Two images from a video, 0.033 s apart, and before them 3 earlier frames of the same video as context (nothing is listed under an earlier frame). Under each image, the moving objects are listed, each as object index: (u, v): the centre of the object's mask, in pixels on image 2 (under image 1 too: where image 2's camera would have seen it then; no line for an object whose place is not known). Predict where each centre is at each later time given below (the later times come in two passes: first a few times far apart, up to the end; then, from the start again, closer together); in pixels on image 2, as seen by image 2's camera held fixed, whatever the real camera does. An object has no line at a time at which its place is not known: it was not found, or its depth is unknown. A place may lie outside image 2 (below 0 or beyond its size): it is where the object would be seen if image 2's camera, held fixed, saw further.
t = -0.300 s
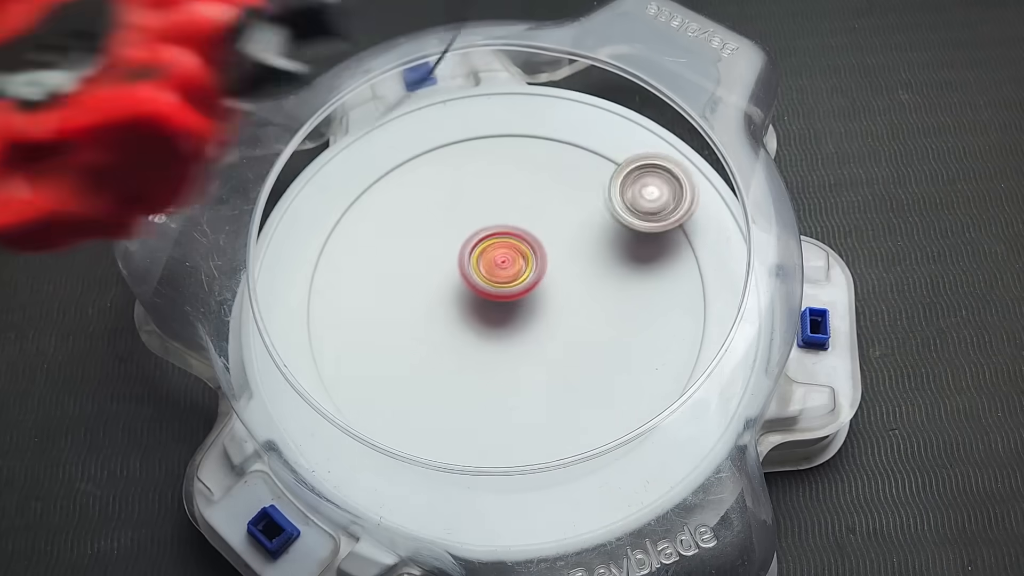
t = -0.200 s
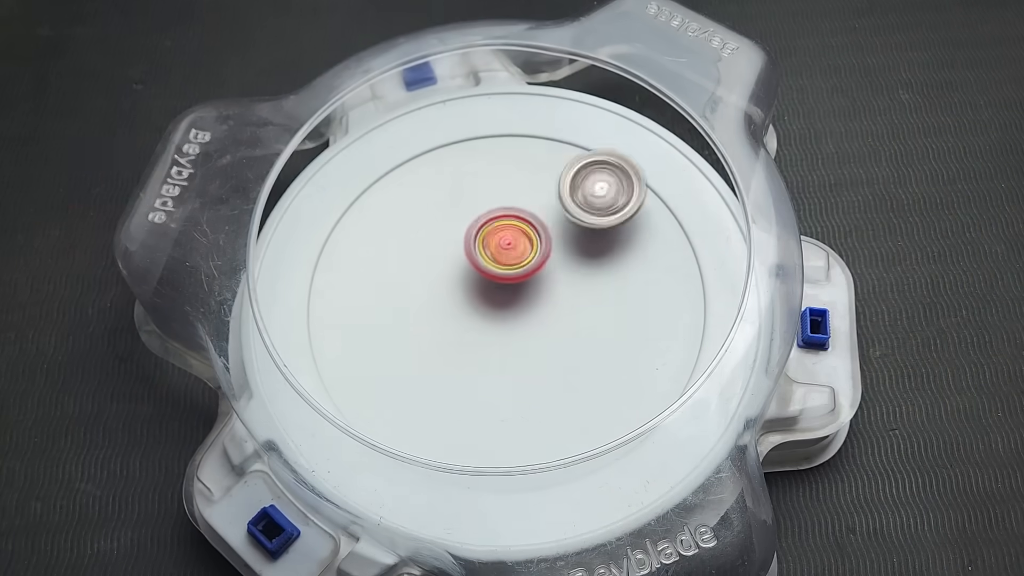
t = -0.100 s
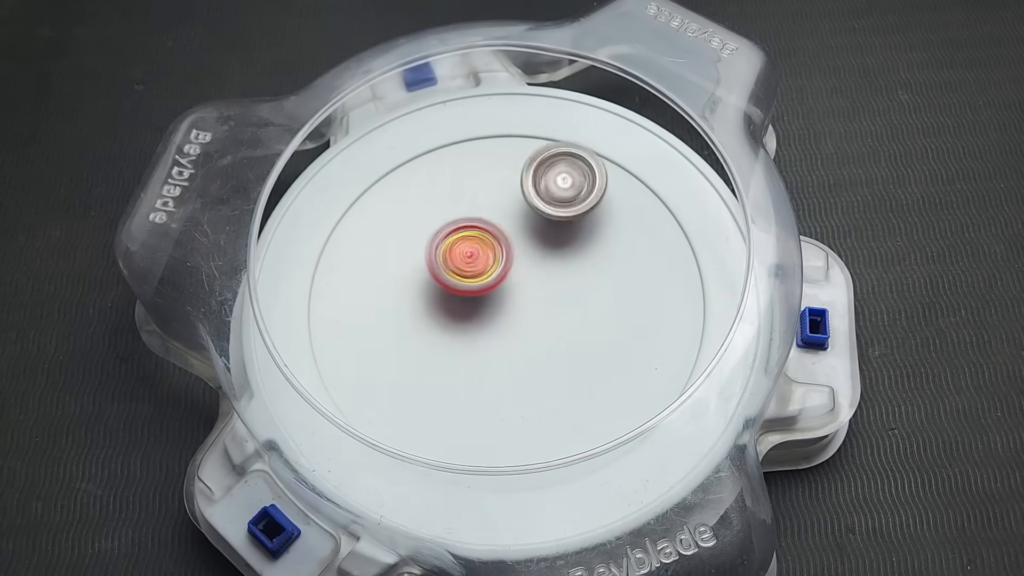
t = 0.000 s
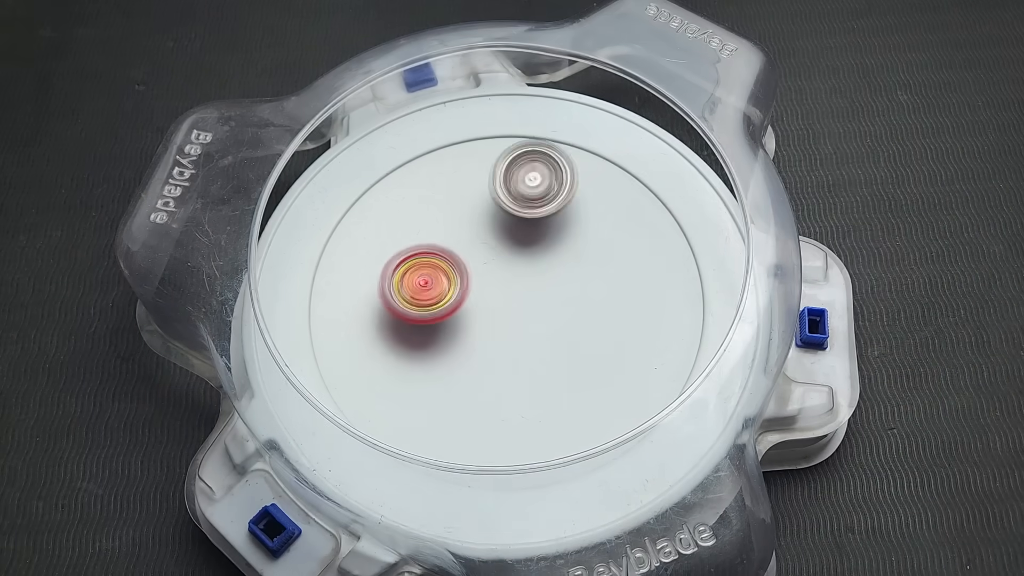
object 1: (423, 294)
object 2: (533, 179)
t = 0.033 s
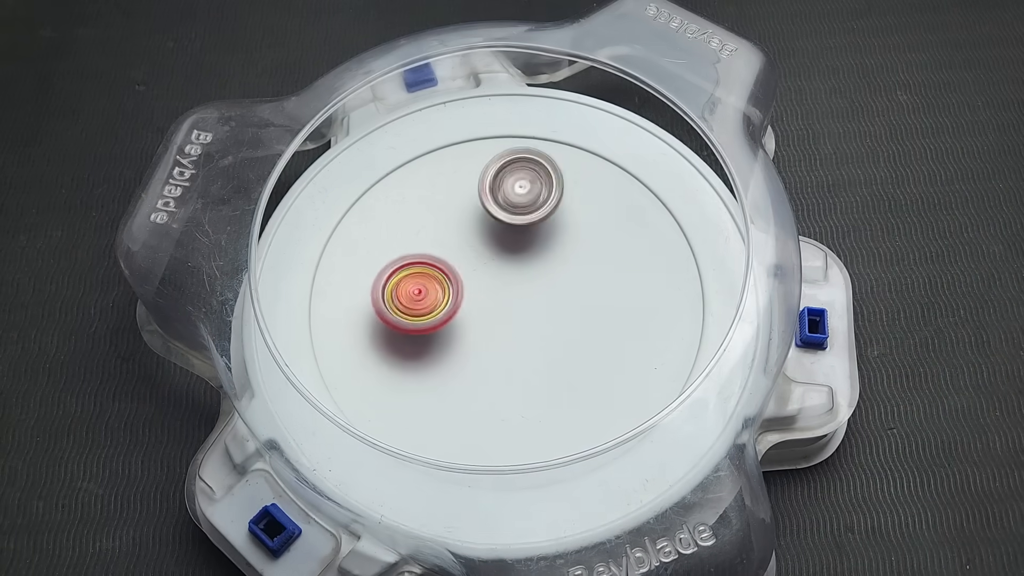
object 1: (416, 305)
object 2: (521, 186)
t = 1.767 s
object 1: (401, 294)
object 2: (587, 226)
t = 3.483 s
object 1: (491, 269)
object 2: (536, 365)
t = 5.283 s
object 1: (543, 332)
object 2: (440, 224)
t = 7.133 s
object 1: (446, 297)
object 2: (532, 327)
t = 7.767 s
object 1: (492, 249)
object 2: (471, 335)
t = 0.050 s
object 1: (414, 310)
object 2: (516, 190)
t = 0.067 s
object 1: (414, 315)
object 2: (512, 195)
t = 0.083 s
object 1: (414, 321)
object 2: (508, 201)
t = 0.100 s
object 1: (415, 326)
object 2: (504, 206)
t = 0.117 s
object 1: (417, 330)
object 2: (500, 212)
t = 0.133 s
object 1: (419, 334)
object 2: (498, 219)
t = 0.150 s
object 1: (423, 338)
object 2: (495, 226)
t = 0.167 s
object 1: (427, 340)
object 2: (494, 234)
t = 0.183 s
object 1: (432, 343)
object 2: (493, 242)
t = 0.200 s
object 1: (438, 345)
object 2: (493, 250)
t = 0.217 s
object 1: (445, 347)
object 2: (494, 258)
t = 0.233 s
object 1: (449, 351)
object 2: (497, 266)
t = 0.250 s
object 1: (450, 357)
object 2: (506, 269)
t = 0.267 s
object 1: (450, 362)
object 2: (512, 274)
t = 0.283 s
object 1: (452, 366)
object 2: (520, 277)
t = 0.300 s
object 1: (454, 371)
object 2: (527, 279)
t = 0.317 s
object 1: (457, 375)
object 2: (534, 282)
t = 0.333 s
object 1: (461, 377)
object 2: (541, 286)
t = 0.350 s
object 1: (466, 379)
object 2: (548, 288)
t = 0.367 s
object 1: (472, 381)
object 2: (555, 290)
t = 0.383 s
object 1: (479, 382)
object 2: (562, 291)
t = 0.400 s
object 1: (486, 383)
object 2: (568, 293)
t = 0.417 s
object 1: (493, 383)
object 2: (572, 294)
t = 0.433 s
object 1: (499, 381)
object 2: (577, 293)
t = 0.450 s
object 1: (506, 379)
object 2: (582, 294)
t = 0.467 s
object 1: (512, 376)
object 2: (585, 294)
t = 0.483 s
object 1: (517, 372)
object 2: (589, 295)
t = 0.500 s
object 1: (519, 370)
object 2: (594, 295)
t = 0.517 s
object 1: (519, 369)
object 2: (601, 291)
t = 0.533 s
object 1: (517, 367)
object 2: (608, 286)
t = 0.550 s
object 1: (517, 365)
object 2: (614, 282)
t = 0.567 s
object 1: (515, 362)
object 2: (619, 278)
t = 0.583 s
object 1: (514, 360)
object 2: (624, 274)
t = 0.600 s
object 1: (512, 357)
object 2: (627, 269)
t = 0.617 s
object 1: (511, 354)
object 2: (630, 264)
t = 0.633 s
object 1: (511, 340)
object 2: (632, 259)
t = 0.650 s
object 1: (508, 347)
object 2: (634, 254)
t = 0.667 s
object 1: (507, 341)
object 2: (634, 249)
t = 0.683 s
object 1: (508, 329)
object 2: (633, 243)
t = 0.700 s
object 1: (505, 337)
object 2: (632, 238)
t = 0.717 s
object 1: (504, 333)
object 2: (629, 233)
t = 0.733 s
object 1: (504, 330)
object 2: (625, 228)
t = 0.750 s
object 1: (503, 328)
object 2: (620, 224)
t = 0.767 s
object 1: (502, 326)
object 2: (615, 221)
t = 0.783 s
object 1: (500, 324)
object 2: (608, 219)
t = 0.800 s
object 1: (497, 321)
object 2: (601, 217)
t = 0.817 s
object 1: (495, 320)
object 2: (593, 216)
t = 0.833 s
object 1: (491, 318)
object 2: (585, 216)
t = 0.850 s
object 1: (487, 316)
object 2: (577, 218)
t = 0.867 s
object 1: (483, 315)
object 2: (569, 220)
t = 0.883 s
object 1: (479, 314)
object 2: (562, 223)
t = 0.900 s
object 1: (474, 313)
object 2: (554, 228)
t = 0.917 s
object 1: (470, 312)
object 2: (545, 233)
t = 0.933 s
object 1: (465, 313)
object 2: (537, 239)
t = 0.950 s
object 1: (460, 314)
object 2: (530, 245)
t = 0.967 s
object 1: (448, 320)
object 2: (531, 244)
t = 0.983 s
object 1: (436, 327)
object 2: (534, 245)
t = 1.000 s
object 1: (423, 333)
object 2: (537, 247)
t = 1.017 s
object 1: (413, 339)
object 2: (540, 247)
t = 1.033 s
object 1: (403, 343)
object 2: (542, 250)
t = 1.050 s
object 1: (395, 348)
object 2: (545, 253)
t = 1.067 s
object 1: (390, 352)
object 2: (546, 256)
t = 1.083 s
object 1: (385, 356)
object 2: (547, 258)
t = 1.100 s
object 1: (381, 360)
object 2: (549, 260)
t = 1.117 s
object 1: (379, 364)
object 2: (551, 263)
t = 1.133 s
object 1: (378, 367)
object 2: (553, 266)
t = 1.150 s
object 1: (381, 362)
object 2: (555, 269)
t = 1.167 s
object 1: (383, 365)
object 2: (557, 272)
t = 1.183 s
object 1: (387, 368)
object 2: (561, 276)
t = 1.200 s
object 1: (392, 371)
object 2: (564, 278)
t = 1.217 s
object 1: (398, 373)
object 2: (567, 281)
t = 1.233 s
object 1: (405, 375)
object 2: (571, 283)
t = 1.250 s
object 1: (412, 376)
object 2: (575, 285)
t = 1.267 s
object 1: (420, 377)
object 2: (578, 286)
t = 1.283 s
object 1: (428, 377)
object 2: (582, 287)
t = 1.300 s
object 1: (436, 376)
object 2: (585, 287)
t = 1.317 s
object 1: (443, 384)
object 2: (588, 287)
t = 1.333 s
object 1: (451, 382)
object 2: (591, 287)
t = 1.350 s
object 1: (458, 379)
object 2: (594, 286)
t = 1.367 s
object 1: (466, 375)
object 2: (597, 284)
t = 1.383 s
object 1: (472, 371)
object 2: (599, 282)
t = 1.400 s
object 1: (479, 366)
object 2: (600, 280)
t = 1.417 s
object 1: (484, 360)
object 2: (602, 278)
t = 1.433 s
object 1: (490, 356)
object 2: (602, 276)
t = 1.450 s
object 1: (494, 350)
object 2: (600, 273)
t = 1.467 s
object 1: (498, 344)
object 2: (599, 271)
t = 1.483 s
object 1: (501, 339)
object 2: (596, 269)
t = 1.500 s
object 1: (504, 333)
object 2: (593, 267)
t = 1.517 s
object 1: (506, 327)
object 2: (590, 266)
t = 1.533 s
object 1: (506, 321)
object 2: (586, 264)
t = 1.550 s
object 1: (495, 317)
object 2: (593, 259)
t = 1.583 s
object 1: (475, 311)
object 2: (609, 247)
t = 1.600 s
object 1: (465, 308)
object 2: (615, 242)
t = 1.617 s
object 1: (457, 305)
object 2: (618, 237)
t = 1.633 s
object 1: (448, 301)
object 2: (620, 233)
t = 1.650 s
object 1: (441, 298)
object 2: (621, 230)
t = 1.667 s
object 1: (433, 295)
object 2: (620, 227)
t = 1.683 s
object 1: (427, 294)
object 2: (618, 226)
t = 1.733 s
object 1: (410, 292)
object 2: (602, 224)
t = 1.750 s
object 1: (405, 293)
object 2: (595, 225)
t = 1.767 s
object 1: (401, 294)
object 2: (587, 226)
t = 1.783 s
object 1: (398, 295)
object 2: (579, 228)
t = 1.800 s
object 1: (397, 297)
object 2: (572, 231)
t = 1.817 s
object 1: (396, 300)
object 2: (564, 234)
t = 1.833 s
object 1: (396, 302)
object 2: (557, 238)
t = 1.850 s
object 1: (397, 304)
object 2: (550, 240)
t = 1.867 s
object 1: (398, 307)
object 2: (546, 244)
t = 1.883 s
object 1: (400, 311)
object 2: (540, 247)
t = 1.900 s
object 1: (402, 313)
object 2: (534, 251)
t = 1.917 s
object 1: (405, 316)
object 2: (530, 255)
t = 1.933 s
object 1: (409, 319)
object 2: (526, 260)
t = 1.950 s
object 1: (412, 321)
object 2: (522, 265)
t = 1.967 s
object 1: (416, 323)
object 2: (519, 270)
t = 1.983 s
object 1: (421, 324)
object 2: (517, 276)
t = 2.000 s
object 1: (425, 326)
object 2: (515, 282)
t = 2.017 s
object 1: (422, 327)
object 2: (520, 287)
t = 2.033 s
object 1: (416, 329)
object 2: (530, 291)
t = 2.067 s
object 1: (407, 330)
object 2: (550, 299)
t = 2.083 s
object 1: (405, 331)
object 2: (558, 303)
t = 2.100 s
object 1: (403, 332)
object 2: (567, 306)
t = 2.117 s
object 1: (403, 332)
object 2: (576, 308)
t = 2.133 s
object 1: (403, 332)
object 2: (584, 309)
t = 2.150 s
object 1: (404, 332)
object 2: (592, 310)
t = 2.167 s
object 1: (407, 331)
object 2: (600, 310)
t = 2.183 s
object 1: (410, 331)
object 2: (606, 308)
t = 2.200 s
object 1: (413, 330)
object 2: (612, 306)
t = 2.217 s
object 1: (417, 329)
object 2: (618, 303)
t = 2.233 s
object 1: (420, 327)
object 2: (621, 300)
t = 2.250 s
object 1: (424, 326)
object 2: (625, 296)
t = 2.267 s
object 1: (427, 324)
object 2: (628, 293)
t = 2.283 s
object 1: (430, 322)
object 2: (631, 289)
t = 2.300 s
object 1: (433, 320)
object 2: (634, 283)
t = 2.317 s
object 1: (437, 318)
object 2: (636, 277)
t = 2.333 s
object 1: (440, 316)
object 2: (637, 271)
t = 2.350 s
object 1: (443, 314)
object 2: (635, 265)
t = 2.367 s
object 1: (446, 312)
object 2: (633, 259)
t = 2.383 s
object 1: (449, 310)
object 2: (629, 253)
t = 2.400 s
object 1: (451, 309)
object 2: (624, 249)
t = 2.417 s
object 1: (452, 307)
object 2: (617, 245)
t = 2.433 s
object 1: (454, 304)
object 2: (611, 243)
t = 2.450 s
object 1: (455, 301)
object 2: (603, 241)
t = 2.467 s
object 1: (456, 298)
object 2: (597, 240)
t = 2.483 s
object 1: (456, 295)
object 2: (591, 239)
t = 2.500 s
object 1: (457, 292)
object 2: (583, 238)
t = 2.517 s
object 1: (458, 289)
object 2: (576, 239)
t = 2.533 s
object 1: (459, 287)
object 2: (569, 239)
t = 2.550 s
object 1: (460, 284)
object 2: (562, 240)
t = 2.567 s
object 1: (461, 281)
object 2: (555, 242)
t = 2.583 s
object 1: (460, 279)
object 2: (551, 243)
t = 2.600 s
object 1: (454, 277)
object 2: (553, 246)
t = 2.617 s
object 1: (449, 275)
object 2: (554, 246)
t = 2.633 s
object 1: (444, 273)
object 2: (555, 248)
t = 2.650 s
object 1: (440, 272)
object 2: (556, 251)
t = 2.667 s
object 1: (437, 271)
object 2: (557, 255)
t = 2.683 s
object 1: (435, 270)
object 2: (557, 259)
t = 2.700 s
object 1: (433, 270)
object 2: (556, 264)
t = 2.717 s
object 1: (432, 270)
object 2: (554, 268)
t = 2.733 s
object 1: (432, 270)
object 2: (551, 273)
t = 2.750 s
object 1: (433, 271)
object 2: (549, 279)
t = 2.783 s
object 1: (435, 271)
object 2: (545, 289)
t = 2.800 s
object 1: (436, 271)
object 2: (542, 294)
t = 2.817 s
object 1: (438, 272)
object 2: (541, 298)
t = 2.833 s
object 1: (440, 273)
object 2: (539, 302)
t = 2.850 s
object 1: (442, 273)
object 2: (537, 305)
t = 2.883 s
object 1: (448, 276)
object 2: (532, 310)
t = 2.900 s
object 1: (452, 276)
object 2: (530, 313)
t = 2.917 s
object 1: (455, 276)
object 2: (528, 317)
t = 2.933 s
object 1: (454, 273)
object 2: (531, 324)
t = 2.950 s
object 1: (453, 270)
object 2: (534, 331)
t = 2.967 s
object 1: (452, 267)
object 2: (538, 338)
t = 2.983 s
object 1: (452, 265)
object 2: (540, 342)
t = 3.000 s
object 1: (452, 264)
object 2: (543, 347)
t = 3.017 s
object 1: (453, 262)
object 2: (545, 351)
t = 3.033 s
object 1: (454, 261)
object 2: (547, 355)
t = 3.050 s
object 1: (455, 260)
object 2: (550, 359)
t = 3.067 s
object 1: (456, 259)
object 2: (552, 362)
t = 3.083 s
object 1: (457, 259)
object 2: (554, 364)
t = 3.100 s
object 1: (458, 259)
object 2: (556, 366)
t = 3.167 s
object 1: (467, 261)
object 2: (559, 372)
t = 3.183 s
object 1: (468, 262)
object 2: (560, 373)
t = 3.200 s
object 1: (470, 263)
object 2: (561, 374)
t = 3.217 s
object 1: (471, 264)
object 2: (561, 374)
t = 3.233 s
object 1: (473, 266)
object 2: (560, 373)
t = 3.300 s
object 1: (480, 269)
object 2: (556, 374)
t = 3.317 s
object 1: (481, 270)
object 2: (555, 373)
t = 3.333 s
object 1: (481, 271)
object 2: (553, 372)
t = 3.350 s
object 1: (482, 271)
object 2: (551, 372)
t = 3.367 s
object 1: (483, 272)
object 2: (550, 371)
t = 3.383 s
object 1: (485, 272)
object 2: (548, 371)
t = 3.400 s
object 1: (486, 272)
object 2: (547, 371)
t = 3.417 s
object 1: (487, 271)
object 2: (545, 370)
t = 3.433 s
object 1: (487, 270)
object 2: (544, 369)
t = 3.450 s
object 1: (488, 270)
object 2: (541, 368)
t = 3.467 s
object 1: (490, 269)
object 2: (539, 366)
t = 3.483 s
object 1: (491, 269)
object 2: (536, 365)
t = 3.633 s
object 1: (507, 263)
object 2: (518, 352)
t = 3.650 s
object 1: (509, 262)
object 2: (516, 350)
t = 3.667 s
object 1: (510, 260)
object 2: (513, 348)
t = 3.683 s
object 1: (512, 262)
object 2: (511, 347)
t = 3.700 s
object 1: (515, 262)
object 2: (510, 346)
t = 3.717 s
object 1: (517, 262)
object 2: (509, 344)
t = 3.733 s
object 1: (519, 259)
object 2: (508, 343)
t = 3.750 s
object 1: (521, 256)
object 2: (506, 341)
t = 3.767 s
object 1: (522, 258)
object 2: (504, 340)
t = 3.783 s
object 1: (523, 259)
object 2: (502, 338)
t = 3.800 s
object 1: (525, 258)
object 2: (500, 337)
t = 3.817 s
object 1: (528, 259)
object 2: (498, 337)
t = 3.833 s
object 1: (530, 257)
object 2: (497, 337)
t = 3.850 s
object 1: (531, 256)
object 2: (494, 336)
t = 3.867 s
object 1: (531, 256)
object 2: (492, 336)
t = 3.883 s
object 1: (532, 257)
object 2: (489, 336)
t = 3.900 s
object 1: (533, 257)
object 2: (487, 336)
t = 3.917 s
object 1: (534, 258)
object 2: (485, 335)
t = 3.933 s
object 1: (535, 257)
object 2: (484, 334)
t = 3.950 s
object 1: (535, 258)
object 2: (482, 333)
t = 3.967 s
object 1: (534, 259)
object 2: (480, 331)
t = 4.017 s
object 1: (535, 267)
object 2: (476, 329)
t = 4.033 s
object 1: (534, 268)
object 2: (475, 327)
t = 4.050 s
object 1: (534, 269)
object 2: (472, 325)
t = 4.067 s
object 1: (534, 272)
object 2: (468, 325)
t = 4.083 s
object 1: (535, 272)
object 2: (462, 327)
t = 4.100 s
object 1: (537, 272)
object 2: (459, 328)
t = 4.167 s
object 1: (540, 272)
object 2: (432, 324)
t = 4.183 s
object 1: (541, 275)
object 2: (427, 324)
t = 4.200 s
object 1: (542, 276)
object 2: (422, 325)
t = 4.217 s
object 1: (542, 277)
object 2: (416, 324)
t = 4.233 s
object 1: (542, 277)
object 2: (411, 324)
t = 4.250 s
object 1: (541, 279)
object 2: (405, 325)
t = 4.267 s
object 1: (540, 280)
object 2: (401, 327)
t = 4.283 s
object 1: (540, 282)
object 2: (399, 329)
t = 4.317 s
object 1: (540, 284)
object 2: (393, 331)
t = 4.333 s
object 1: (538, 286)
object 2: (390, 334)
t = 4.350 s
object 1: (537, 287)
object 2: (389, 337)
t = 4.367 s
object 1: (537, 289)
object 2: (390, 340)
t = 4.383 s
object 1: (537, 290)
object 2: (393, 343)
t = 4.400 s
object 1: (536, 292)
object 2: (395, 345)
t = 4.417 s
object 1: (535, 293)
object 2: (398, 347)
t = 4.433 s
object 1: (533, 294)
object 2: (401, 349)
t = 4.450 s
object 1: (532, 295)
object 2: (407, 349)
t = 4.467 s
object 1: (531, 297)
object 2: (413, 348)
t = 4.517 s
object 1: (528, 299)
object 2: (426, 344)
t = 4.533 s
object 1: (527, 301)
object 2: (433, 342)
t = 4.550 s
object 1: (527, 303)
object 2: (439, 338)
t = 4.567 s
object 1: (527, 304)
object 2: (443, 334)
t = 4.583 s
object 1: (529, 303)
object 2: (444, 331)
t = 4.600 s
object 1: (532, 302)
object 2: (443, 329)
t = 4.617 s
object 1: (534, 303)
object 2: (444, 328)
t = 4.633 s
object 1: (537, 303)
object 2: (446, 325)
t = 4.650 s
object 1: (540, 303)
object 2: (448, 322)
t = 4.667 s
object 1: (541, 303)
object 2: (448, 319)
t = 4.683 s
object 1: (541, 303)
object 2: (449, 318)
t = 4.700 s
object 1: (542, 303)
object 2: (452, 316)
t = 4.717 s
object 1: (544, 304)
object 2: (453, 313)
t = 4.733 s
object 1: (550, 305)
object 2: (450, 310)
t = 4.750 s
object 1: (553, 306)
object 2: (447, 308)
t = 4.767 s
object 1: (557, 307)
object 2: (447, 305)
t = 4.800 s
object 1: (563, 309)
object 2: (443, 295)
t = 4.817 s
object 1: (564, 309)
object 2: (441, 290)
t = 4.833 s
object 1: (563, 309)
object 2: (441, 286)
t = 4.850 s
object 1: (564, 309)
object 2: (440, 280)
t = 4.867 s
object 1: (564, 309)
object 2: (437, 274)
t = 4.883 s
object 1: (563, 308)
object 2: (434, 271)
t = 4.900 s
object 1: (561, 308)
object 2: (433, 268)
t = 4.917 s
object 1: (559, 308)
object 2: (432, 264)
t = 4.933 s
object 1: (558, 307)
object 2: (430, 261)
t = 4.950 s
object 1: (557, 307)
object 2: (429, 259)
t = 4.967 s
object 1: (554, 306)
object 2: (429, 258)
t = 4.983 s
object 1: (551, 306)
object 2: (430, 257)
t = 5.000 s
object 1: (550, 306)
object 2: (431, 255)
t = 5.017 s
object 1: (548, 305)
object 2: (431, 255)
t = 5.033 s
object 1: (546, 304)
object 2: (433, 256)
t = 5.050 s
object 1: (543, 305)
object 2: (436, 255)
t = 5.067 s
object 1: (541, 306)
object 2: (438, 254)
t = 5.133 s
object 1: (534, 305)
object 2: (446, 254)
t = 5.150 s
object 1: (532, 306)
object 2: (449, 253)
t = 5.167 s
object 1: (532, 307)
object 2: (451, 253)
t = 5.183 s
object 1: (532, 309)
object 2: (453, 251)
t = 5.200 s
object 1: (534, 313)
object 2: (451, 248)
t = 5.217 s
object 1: (537, 318)
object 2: (449, 242)
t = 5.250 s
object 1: (542, 326)
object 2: (442, 234)
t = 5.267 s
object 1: (542, 328)
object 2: (442, 229)
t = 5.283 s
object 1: (543, 332)
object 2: (440, 224)
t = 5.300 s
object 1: (545, 324)
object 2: (436, 220)
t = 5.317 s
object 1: (545, 326)
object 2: (434, 217)
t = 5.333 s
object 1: (544, 328)
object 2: (434, 216)
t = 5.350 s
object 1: (544, 330)
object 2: (433, 213)
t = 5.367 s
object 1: (545, 331)
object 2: (432, 212)
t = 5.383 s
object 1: (544, 331)
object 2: (431, 213)
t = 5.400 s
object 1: (542, 332)
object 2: (433, 214)
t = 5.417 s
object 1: (542, 332)
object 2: (434, 214)
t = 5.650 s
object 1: (530, 319)
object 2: (473, 241)
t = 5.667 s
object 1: (529, 320)
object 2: (478, 243)
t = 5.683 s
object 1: (528, 319)
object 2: (482, 244)
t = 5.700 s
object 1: (528, 321)
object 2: (483, 245)
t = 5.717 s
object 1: (527, 324)
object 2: (487, 244)
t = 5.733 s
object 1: (526, 327)
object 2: (490, 242)
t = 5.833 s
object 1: (521, 336)
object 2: (499, 241)
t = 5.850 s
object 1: (519, 337)
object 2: (501, 240)
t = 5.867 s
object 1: (520, 338)
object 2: (502, 240)
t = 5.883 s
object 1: (518, 337)
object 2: (503, 242)
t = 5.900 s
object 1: (515, 337)
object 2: (506, 243)
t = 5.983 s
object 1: (510, 335)
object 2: (514, 246)
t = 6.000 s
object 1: (510, 334)
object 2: (515, 248)
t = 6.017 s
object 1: (508, 333)
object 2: (519, 250)
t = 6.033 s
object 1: (507, 334)
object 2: (521, 249)
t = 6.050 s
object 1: (506, 334)
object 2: (521, 249)
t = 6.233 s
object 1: (489, 333)
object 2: (542, 256)
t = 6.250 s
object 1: (486, 333)
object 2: (545, 257)
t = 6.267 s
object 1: (486, 333)
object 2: (546, 257)
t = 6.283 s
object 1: (485, 333)
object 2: (546, 258)
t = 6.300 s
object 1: (483, 332)
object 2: (548, 260)
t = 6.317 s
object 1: (482, 332)
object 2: (550, 260)
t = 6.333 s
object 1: (481, 331)
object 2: (550, 262)
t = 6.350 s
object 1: (480, 330)
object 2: (551, 264)
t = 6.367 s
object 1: (478, 329)
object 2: (553, 265)
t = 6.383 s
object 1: (478, 329)
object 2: (553, 266)
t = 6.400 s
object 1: (477, 327)
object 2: (553, 268)
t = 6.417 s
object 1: (473, 337)
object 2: (555, 269)
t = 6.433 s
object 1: (472, 337)
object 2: (555, 270)
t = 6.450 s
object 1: (472, 335)
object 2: (555, 271)
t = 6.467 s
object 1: (471, 333)
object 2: (556, 274)
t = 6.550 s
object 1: (465, 328)
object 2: (555, 279)
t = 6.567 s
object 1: (464, 327)
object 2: (555, 282)
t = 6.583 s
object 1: (461, 326)
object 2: (556, 283)
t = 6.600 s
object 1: (459, 325)
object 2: (556, 283)
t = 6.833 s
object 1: (447, 316)
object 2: (547, 304)
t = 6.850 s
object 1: (446, 314)
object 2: (548, 305)
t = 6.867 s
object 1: (445, 314)
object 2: (547, 305)
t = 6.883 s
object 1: (446, 314)
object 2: (545, 307)
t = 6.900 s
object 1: (446, 312)
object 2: (544, 309)
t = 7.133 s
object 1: (446, 297)
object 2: (532, 327)
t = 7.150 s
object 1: (448, 296)
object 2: (530, 328)
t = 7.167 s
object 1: (447, 293)
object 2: (530, 329)
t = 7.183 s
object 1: (448, 293)
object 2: (528, 329)
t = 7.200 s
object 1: (450, 291)
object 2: (526, 330)
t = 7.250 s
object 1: (452, 287)
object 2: (522, 333)
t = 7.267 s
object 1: (453, 285)
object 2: (522, 334)
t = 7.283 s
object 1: (453, 284)
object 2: (520, 335)
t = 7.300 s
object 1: (455, 283)
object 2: (518, 336)
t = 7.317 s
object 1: (457, 280)
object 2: (518, 336)
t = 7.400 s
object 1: (464, 272)
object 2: (510, 338)
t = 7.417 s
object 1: (465, 270)
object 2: (509, 338)
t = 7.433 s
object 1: (465, 268)
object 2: (507, 338)
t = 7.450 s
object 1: (467, 267)
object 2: (504, 339)
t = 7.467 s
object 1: (469, 265)
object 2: (504, 339)
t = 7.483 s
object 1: (470, 264)
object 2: (502, 339)
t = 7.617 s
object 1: (482, 256)
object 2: (488, 336)
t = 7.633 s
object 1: (482, 255)
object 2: (485, 337)
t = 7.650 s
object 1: (485, 255)
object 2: (484, 338)
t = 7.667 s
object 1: (486, 253)
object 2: (482, 338)
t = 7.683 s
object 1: (487, 247)
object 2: (479, 338)
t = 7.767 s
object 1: (492, 249)
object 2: (471, 335)
